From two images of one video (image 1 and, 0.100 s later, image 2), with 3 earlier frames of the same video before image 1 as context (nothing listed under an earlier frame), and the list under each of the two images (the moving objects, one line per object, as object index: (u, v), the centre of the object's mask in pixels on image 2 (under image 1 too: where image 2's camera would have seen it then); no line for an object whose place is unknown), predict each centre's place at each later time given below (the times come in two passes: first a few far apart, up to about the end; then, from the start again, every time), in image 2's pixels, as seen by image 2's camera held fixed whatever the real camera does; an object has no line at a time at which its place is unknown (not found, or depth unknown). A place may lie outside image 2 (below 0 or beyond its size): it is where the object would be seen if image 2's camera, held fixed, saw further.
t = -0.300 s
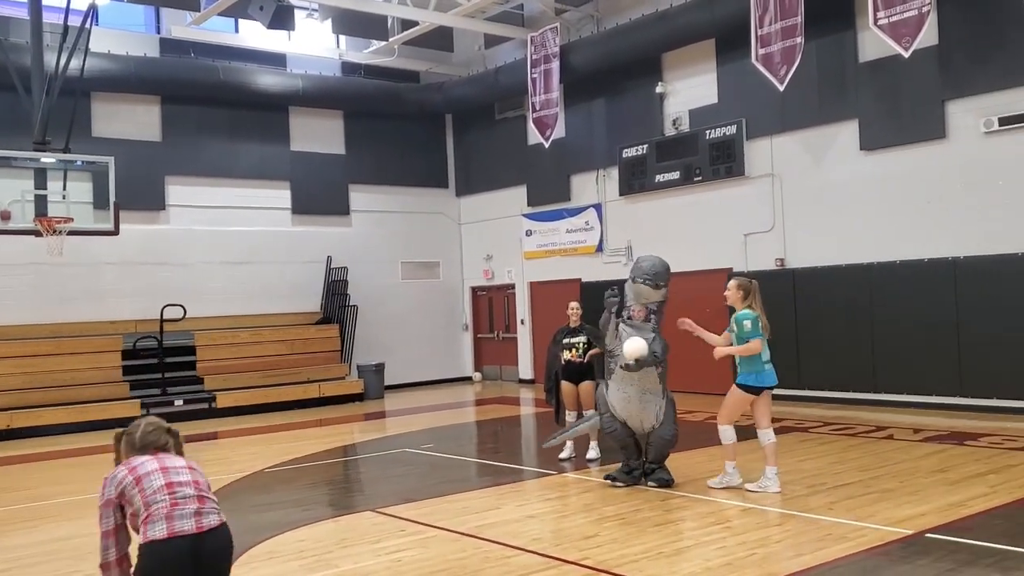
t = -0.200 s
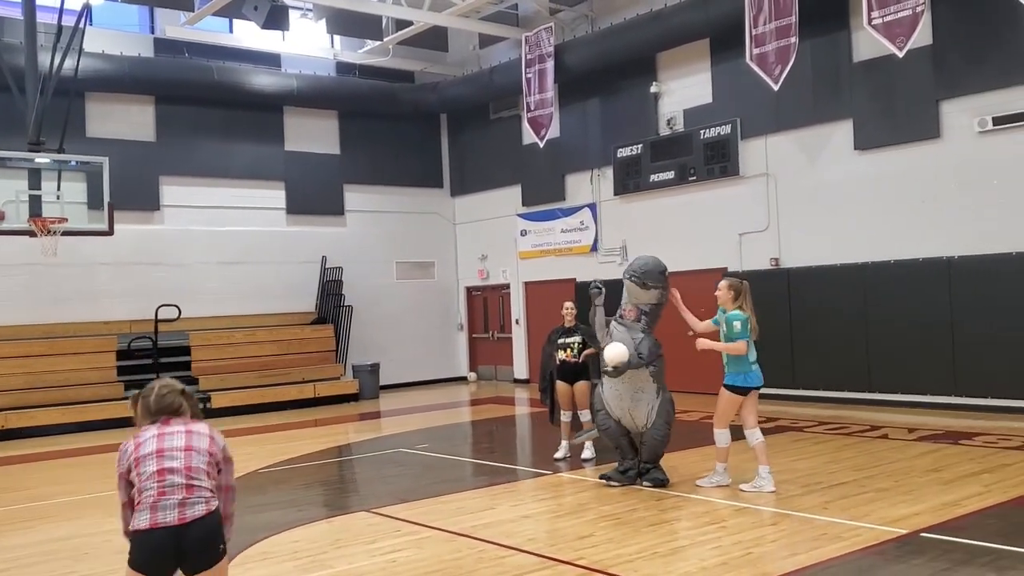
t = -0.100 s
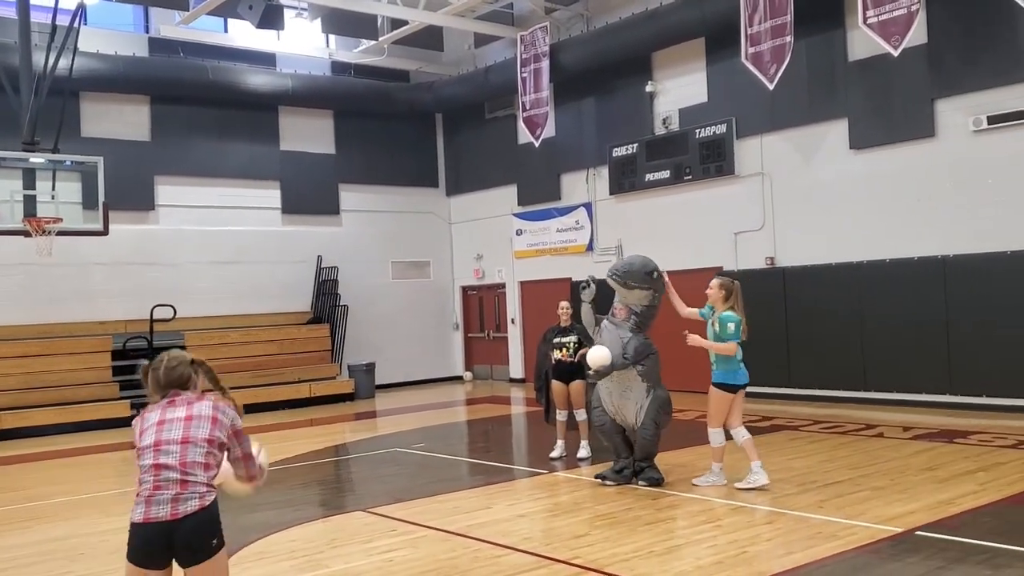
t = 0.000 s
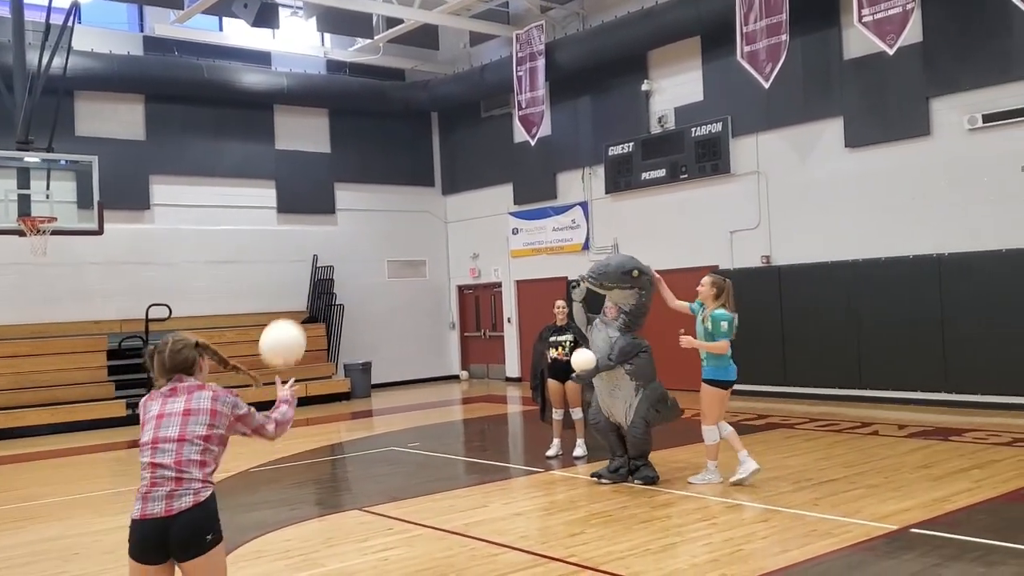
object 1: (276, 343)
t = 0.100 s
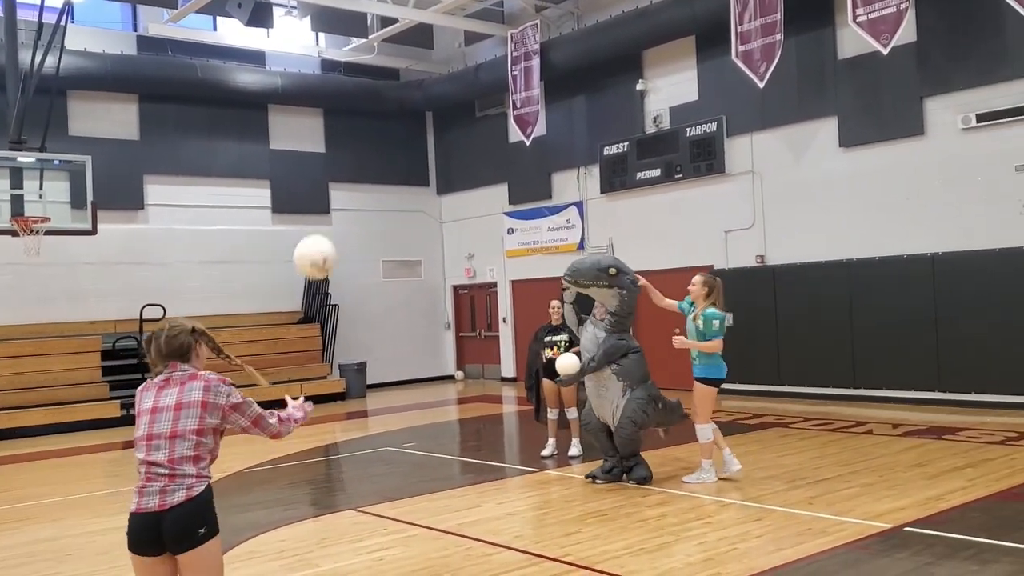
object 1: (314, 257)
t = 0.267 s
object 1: (368, 173)
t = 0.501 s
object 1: (429, 154)
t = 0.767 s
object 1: (488, 228)
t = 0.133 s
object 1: (326, 234)
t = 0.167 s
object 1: (337, 215)
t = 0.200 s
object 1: (348, 198)
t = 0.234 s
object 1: (359, 184)
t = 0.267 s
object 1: (368, 173)
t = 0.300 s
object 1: (377, 164)
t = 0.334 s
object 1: (386, 158)
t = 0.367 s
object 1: (395, 153)
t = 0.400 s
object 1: (404, 150)
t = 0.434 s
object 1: (412, 150)
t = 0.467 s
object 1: (421, 151)
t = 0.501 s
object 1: (429, 154)
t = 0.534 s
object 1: (437, 158)
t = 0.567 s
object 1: (445, 164)
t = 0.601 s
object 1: (452, 172)
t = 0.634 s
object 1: (459, 180)
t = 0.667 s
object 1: (466, 190)
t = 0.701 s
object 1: (473, 201)
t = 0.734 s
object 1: (480, 214)
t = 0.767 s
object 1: (488, 228)
